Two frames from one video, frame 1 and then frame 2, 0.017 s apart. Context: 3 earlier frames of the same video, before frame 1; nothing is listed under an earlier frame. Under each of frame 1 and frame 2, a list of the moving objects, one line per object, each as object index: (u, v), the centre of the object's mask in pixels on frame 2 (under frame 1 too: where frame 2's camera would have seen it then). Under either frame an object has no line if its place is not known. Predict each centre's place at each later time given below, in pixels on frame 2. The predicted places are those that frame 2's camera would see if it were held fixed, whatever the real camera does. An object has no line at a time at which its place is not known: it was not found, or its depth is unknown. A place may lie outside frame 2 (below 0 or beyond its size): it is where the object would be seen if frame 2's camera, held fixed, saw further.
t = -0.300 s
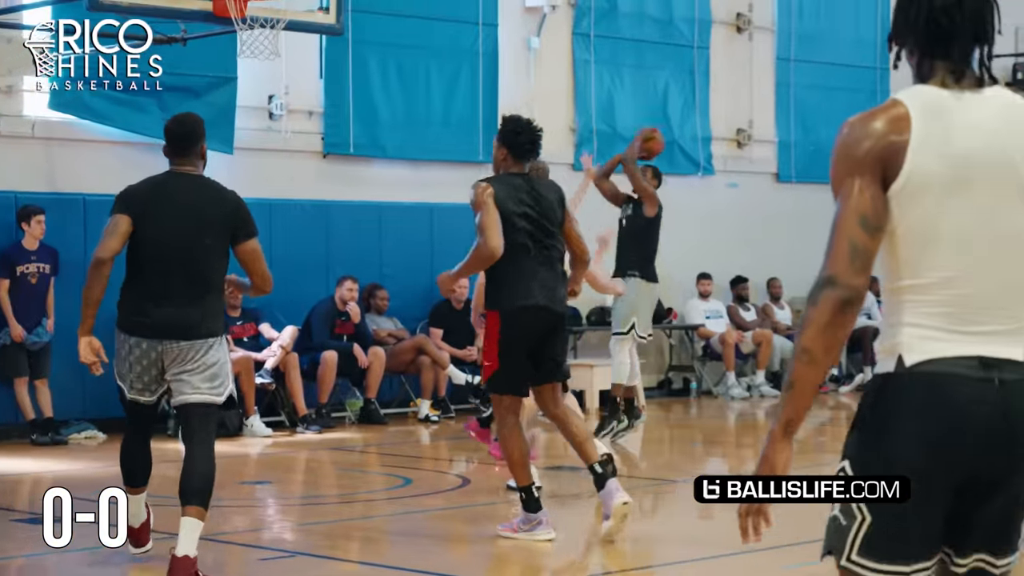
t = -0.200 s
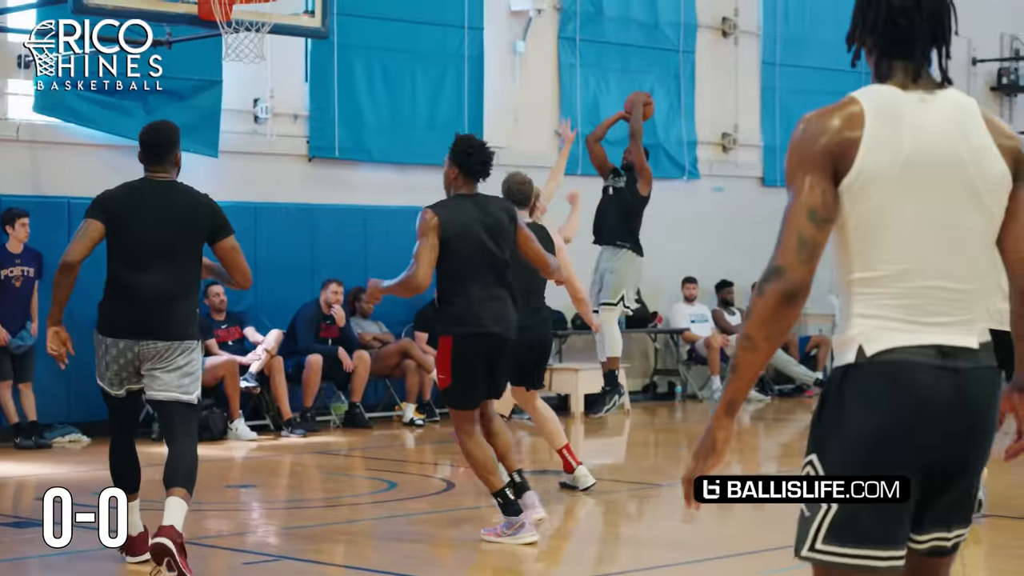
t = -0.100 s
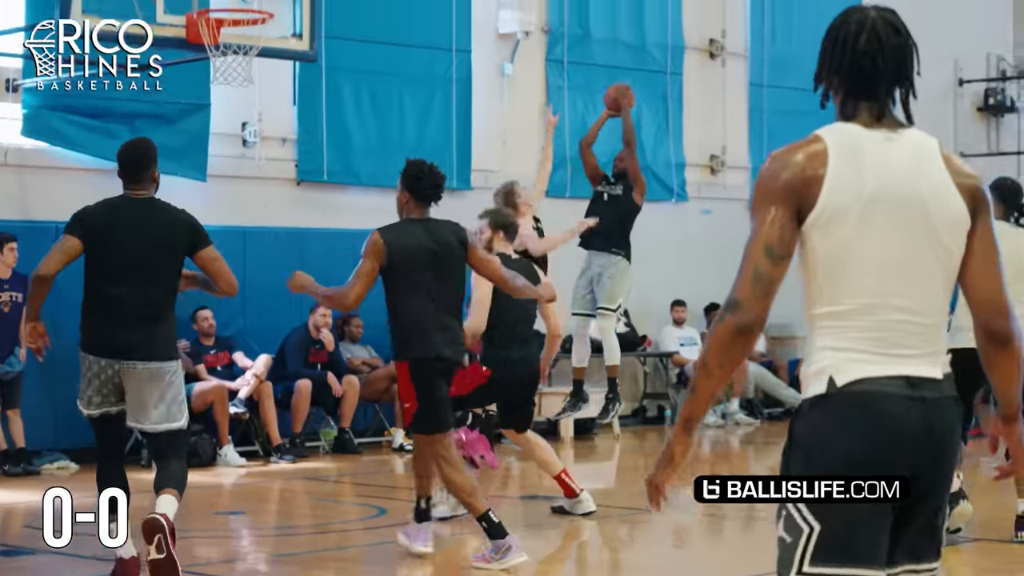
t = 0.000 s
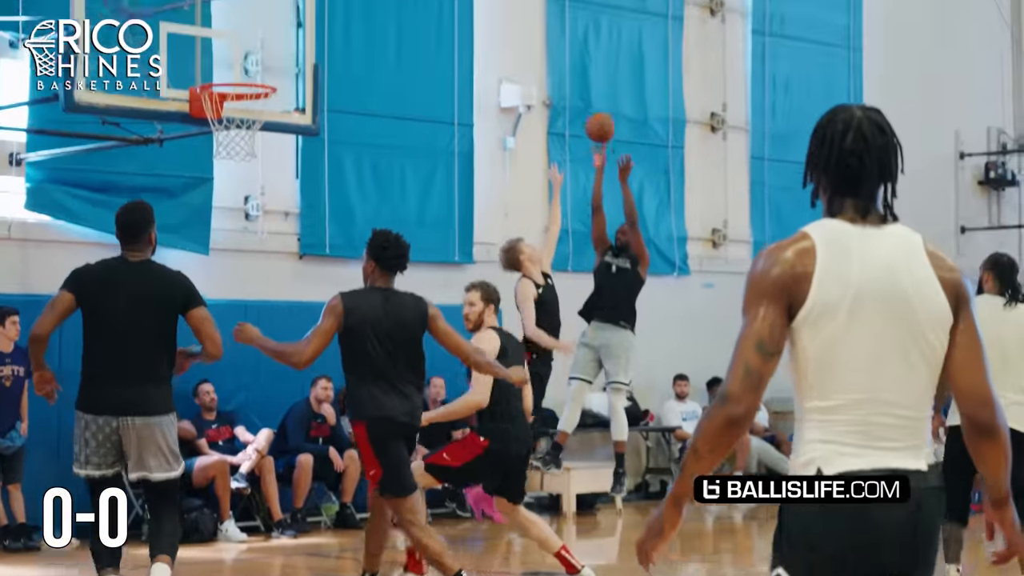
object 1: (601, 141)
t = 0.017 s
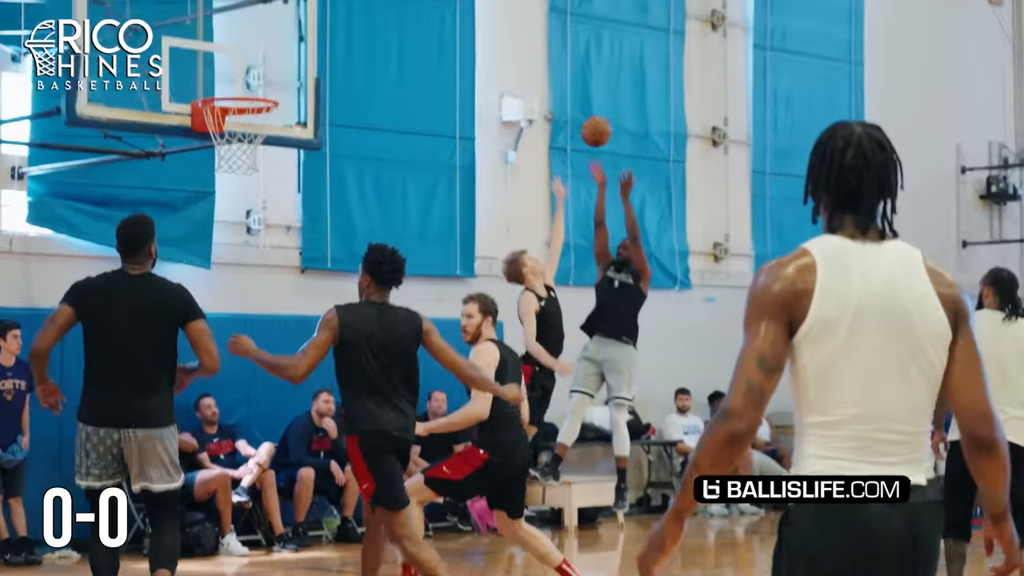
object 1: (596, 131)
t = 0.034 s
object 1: (590, 122)
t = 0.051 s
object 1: (585, 113)
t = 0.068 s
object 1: (579, 104)
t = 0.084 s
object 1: (573, 96)
